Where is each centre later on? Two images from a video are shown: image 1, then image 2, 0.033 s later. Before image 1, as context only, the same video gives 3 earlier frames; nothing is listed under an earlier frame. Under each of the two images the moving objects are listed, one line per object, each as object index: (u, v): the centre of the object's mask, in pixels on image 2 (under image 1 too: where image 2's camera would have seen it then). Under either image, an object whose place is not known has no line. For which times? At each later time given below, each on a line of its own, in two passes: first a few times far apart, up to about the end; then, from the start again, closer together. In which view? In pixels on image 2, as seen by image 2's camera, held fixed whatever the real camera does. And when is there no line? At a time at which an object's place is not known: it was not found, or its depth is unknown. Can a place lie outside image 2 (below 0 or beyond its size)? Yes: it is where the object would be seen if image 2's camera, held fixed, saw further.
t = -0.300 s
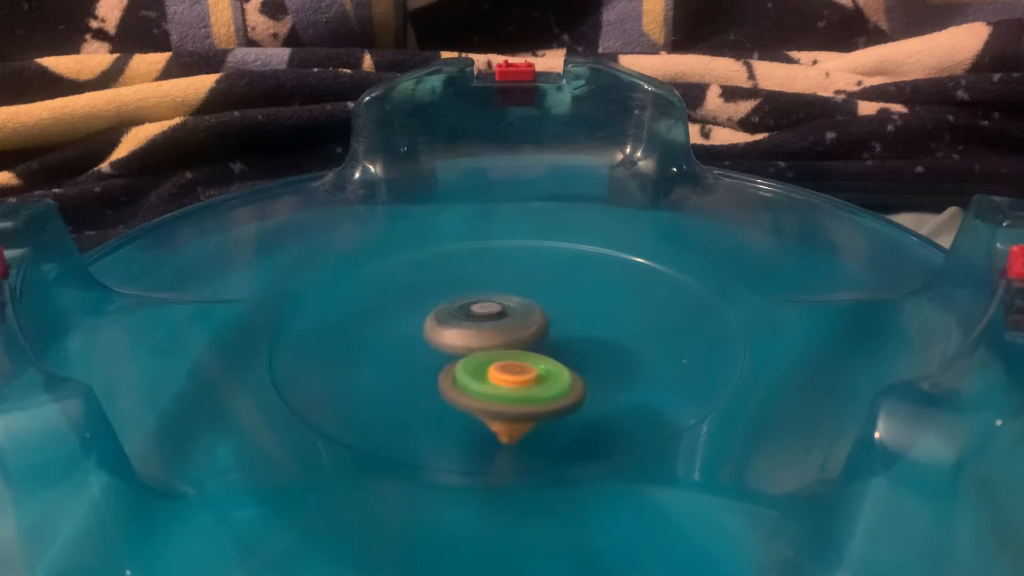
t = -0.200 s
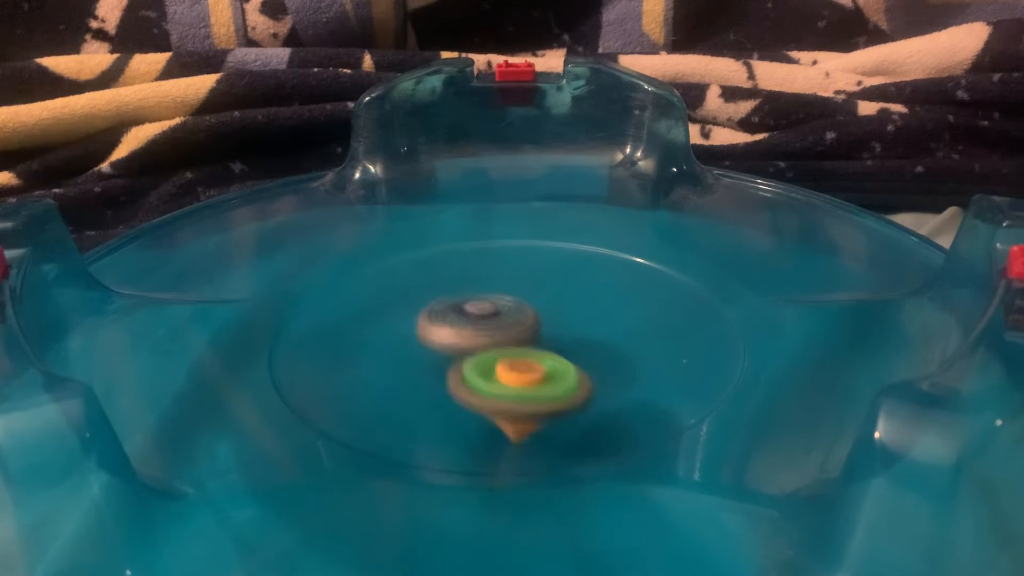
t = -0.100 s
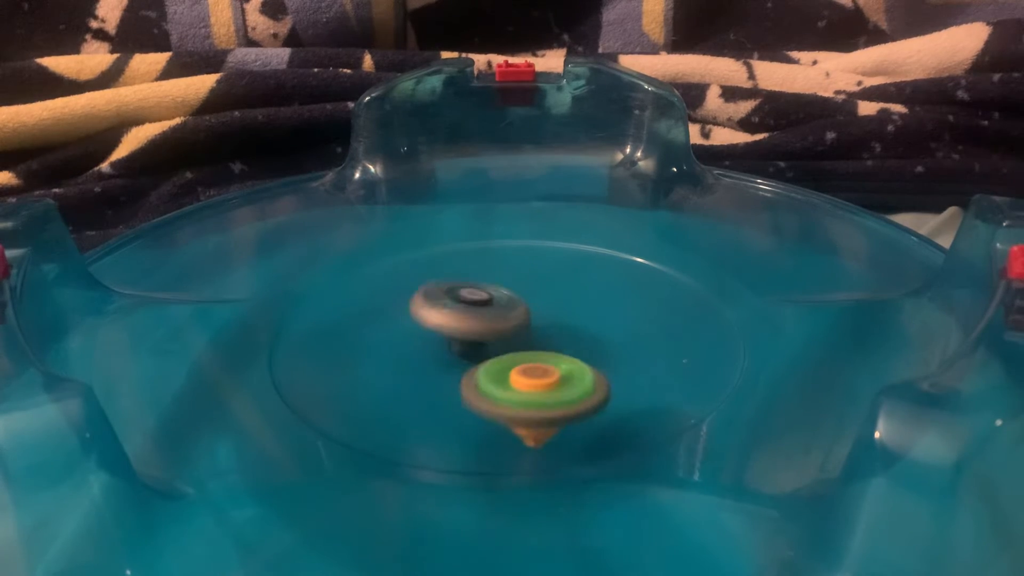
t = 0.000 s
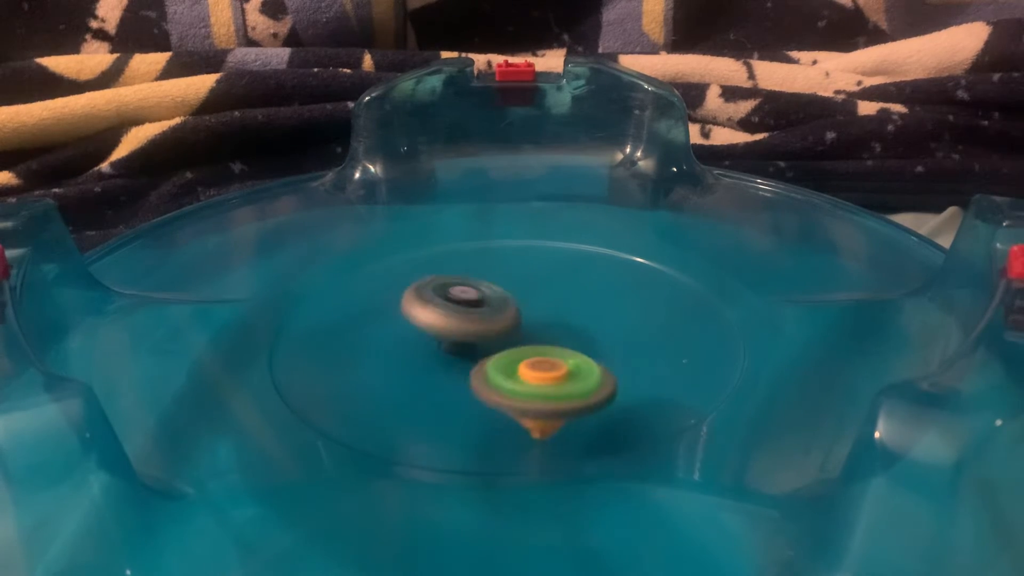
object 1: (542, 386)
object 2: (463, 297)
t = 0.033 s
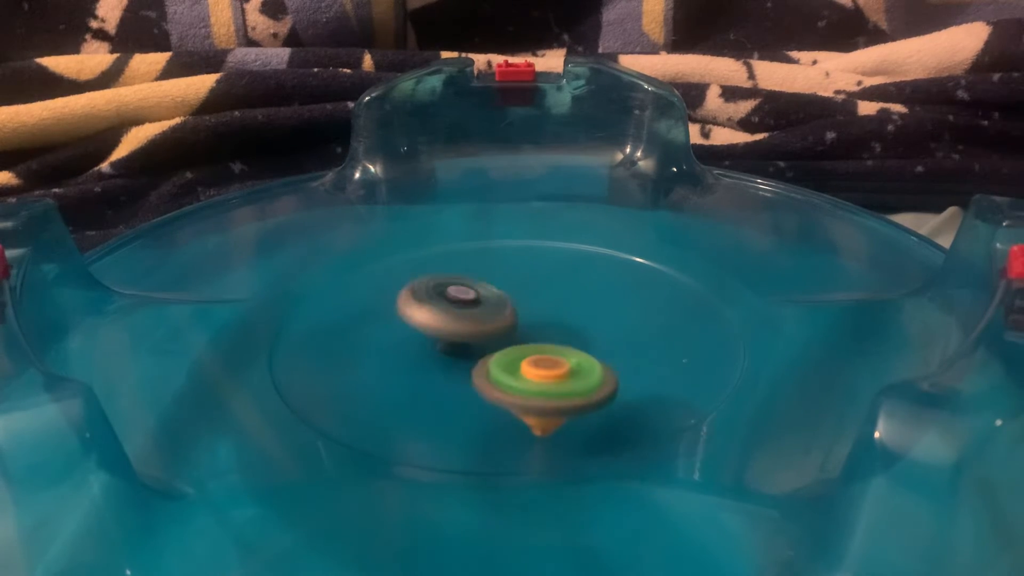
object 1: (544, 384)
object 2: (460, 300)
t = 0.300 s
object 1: (551, 356)
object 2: (439, 297)
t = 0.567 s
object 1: (574, 327)
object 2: (433, 292)
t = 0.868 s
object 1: (584, 301)
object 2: (447, 314)
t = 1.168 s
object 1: (567, 289)
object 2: (462, 326)
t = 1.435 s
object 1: (534, 286)
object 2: (458, 333)
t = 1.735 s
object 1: (535, 253)
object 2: (416, 331)
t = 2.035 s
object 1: (504, 255)
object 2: (430, 325)
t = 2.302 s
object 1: (468, 265)
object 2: (467, 324)
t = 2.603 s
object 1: (417, 288)
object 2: (499, 331)
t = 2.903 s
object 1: (374, 309)
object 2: (493, 331)
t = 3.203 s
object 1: (323, 312)
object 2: (488, 326)
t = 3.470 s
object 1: (324, 315)
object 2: (493, 318)
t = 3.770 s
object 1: (362, 324)
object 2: (504, 311)
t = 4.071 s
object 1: (382, 338)
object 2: (521, 311)
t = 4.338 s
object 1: (402, 352)
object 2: (511, 307)
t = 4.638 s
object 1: (421, 365)
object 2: (497, 307)
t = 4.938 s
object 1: (442, 369)
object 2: (490, 306)
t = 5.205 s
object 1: (460, 366)
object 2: (481, 305)
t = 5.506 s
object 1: (475, 363)
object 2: (478, 301)
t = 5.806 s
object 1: (483, 364)
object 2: (480, 301)
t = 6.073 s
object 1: (485, 363)
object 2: (467, 303)
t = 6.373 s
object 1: (488, 362)
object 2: (464, 299)
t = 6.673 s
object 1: (495, 362)
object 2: (466, 300)
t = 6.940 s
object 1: (505, 356)
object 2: (459, 299)
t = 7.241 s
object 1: (526, 359)
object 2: (466, 299)
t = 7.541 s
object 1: (535, 356)
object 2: (446, 304)
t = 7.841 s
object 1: (529, 348)
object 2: (434, 305)
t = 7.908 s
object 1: (527, 345)
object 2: (435, 306)
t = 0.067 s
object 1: (547, 381)
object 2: (454, 298)
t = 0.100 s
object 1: (548, 378)
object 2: (451, 298)
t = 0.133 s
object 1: (549, 375)
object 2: (449, 298)
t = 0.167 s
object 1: (550, 371)
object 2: (444, 296)
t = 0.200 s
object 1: (551, 368)
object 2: (442, 297)
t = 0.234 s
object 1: (551, 364)
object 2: (442, 297)
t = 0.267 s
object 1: (551, 360)
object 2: (440, 296)
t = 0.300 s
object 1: (551, 356)
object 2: (439, 297)
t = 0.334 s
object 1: (550, 351)
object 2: (439, 297)
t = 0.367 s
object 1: (550, 347)
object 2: (438, 296)
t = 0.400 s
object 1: (548, 342)
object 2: (437, 298)
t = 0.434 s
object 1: (547, 337)
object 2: (437, 299)
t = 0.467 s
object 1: (548, 332)
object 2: (438, 296)
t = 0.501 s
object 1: (561, 330)
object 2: (431, 295)
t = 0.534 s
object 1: (569, 330)
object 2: (432, 293)
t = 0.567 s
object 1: (574, 327)
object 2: (433, 292)
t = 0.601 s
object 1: (577, 324)
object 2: (436, 293)
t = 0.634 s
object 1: (579, 321)
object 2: (437, 292)
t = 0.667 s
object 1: (581, 317)
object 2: (436, 293)
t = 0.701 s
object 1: (583, 314)
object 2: (441, 299)
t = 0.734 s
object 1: (583, 311)
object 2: (440, 308)
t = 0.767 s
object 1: (584, 309)
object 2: (441, 310)
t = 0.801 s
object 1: (584, 305)
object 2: (443, 311)
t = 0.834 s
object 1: (584, 303)
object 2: (445, 312)
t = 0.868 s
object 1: (584, 301)
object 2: (447, 314)
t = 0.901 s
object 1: (584, 299)
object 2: (449, 315)
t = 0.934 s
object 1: (583, 297)
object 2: (450, 316)
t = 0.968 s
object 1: (582, 295)
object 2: (453, 319)
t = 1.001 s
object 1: (580, 294)
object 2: (455, 319)
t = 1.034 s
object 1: (578, 293)
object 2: (456, 321)
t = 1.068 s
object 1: (575, 292)
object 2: (459, 323)
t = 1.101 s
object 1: (573, 291)
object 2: (460, 324)
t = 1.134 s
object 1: (571, 290)
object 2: (461, 325)
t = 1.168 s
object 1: (567, 289)
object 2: (462, 326)
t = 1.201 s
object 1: (564, 289)
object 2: (463, 328)
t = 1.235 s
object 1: (561, 289)
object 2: (468, 321)
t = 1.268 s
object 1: (556, 288)
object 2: (464, 330)
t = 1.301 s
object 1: (552, 288)
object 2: (464, 332)
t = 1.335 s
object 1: (547, 288)
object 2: (465, 332)
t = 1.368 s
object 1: (543, 288)
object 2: (463, 333)
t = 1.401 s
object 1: (539, 286)
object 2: (466, 324)
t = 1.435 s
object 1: (534, 286)
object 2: (458, 333)
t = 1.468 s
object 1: (530, 287)
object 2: (457, 334)
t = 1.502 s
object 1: (525, 286)
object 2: (457, 333)
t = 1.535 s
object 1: (528, 280)
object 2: (452, 326)
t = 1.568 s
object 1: (541, 268)
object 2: (435, 331)
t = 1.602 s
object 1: (546, 260)
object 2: (425, 333)
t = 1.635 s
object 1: (545, 257)
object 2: (416, 330)
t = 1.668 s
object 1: (541, 256)
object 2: (411, 341)
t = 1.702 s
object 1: (538, 255)
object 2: (416, 331)
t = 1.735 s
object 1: (535, 253)
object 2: (416, 331)
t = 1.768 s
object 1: (532, 253)
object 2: (411, 329)
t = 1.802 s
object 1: (529, 252)
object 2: (413, 326)
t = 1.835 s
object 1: (527, 251)
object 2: (413, 326)
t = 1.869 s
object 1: (523, 252)
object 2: (416, 326)
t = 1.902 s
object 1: (520, 251)
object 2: (414, 327)
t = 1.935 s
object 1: (516, 252)
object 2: (419, 325)
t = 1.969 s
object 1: (512, 253)
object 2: (421, 327)
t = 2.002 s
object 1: (508, 254)
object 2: (425, 326)
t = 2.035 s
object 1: (504, 255)
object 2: (430, 325)
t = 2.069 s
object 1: (500, 257)
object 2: (433, 324)
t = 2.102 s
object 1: (496, 258)
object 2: (438, 324)
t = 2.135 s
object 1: (491, 261)
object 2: (440, 322)
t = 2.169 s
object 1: (487, 262)
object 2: (446, 323)
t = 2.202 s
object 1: (483, 262)
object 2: (451, 321)
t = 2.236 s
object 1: (478, 264)
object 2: (457, 322)
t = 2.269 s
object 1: (472, 266)
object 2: (463, 321)
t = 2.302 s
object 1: (468, 265)
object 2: (467, 324)
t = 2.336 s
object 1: (462, 266)
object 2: (471, 325)
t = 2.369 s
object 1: (457, 268)
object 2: (477, 327)
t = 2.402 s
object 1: (451, 272)
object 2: (481, 328)
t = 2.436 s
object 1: (446, 275)
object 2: (485, 331)
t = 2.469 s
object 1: (440, 278)
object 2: (488, 330)
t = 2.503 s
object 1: (434, 281)
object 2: (491, 332)
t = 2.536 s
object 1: (429, 283)
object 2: (496, 330)
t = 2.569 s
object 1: (423, 285)
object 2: (495, 333)
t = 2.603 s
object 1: (417, 288)
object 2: (499, 331)
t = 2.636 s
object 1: (411, 290)
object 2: (498, 332)
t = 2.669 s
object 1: (406, 293)
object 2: (502, 331)
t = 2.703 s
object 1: (400, 296)
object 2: (500, 331)
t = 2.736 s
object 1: (395, 298)
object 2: (502, 330)
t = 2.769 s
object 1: (390, 301)
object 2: (500, 331)
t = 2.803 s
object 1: (386, 303)
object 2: (500, 331)
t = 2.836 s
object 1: (381, 305)
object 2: (498, 332)
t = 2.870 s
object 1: (377, 307)
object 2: (498, 333)
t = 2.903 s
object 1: (374, 309)
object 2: (493, 331)
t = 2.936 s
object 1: (370, 311)
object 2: (491, 331)
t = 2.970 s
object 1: (367, 313)
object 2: (486, 329)
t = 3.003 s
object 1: (352, 310)
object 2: (492, 330)
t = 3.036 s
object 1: (341, 309)
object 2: (492, 330)
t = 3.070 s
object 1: (335, 310)
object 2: (494, 330)
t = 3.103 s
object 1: (331, 310)
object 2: (491, 329)
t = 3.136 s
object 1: (327, 311)
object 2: (489, 328)
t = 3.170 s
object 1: (325, 311)
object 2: (488, 327)
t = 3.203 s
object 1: (323, 312)
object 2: (488, 326)
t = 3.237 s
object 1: (321, 312)
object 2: (488, 325)
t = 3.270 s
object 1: (320, 312)
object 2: (489, 323)
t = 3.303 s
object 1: (320, 313)
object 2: (489, 322)
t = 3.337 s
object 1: (320, 313)
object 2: (489, 320)
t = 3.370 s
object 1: (320, 313)
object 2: (490, 319)
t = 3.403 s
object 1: (320, 314)
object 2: (492, 320)
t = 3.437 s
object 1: (321, 314)
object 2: (492, 318)
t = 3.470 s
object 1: (324, 315)
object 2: (493, 318)
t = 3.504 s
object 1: (326, 316)
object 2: (494, 318)
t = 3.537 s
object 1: (329, 316)
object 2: (495, 317)
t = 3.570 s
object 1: (332, 317)
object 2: (498, 314)
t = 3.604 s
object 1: (336, 318)
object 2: (497, 317)
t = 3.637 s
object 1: (340, 319)
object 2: (499, 313)
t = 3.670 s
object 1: (345, 320)
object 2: (499, 317)
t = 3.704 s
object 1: (350, 321)
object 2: (502, 312)
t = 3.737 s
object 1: (356, 323)
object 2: (500, 313)
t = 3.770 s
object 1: (362, 324)
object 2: (504, 311)
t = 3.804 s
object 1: (369, 326)
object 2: (502, 311)
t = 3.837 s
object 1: (374, 328)
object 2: (504, 310)
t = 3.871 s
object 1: (364, 328)
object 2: (517, 310)
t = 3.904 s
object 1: (362, 329)
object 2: (526, 312)
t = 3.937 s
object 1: (367, 332)
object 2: (524, 314)
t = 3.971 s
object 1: (370, 333)
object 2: (524, 309)
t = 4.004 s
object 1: (375, 335)
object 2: (522, 312)
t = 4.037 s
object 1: (378, 336)
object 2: (520, 309)
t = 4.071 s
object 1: (382, 338)
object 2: (521, 311)
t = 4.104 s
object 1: (386, 339)
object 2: (517, 311)
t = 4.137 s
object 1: (390, 341)
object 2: (520, 310)
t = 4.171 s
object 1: (394, 342)
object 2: (514, 309)
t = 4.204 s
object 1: (394, 345)
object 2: (514, 308)
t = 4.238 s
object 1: (395, 347)
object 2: (513, 308)
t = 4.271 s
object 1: (397, 349)
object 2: (512, 304)
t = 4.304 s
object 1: (399, 350)
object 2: (512, 306)
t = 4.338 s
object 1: (402, 352)
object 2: (511, 307)
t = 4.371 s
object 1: (404, 353)
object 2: (507, 306)
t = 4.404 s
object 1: (407, 355)
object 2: (503, 306)
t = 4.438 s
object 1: (410, 355)
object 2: (500, 304)
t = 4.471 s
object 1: (413, 356)
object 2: (502, 311)
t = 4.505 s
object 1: (417, 358)
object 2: (500, 310)
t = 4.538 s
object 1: (420, 358)
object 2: (500, 310)
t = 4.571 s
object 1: (421, 359)
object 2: (498, 309)
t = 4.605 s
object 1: (419, 363)
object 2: (498, 308)
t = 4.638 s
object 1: (421, 365)
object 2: (497, 307)
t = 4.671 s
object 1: (424, 366)
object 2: (496, 307)
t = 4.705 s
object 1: (426, 367)
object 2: (496, 306)
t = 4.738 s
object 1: (427, 368)
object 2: (494, 306)
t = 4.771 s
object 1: (430, 369)
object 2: (496, 306)
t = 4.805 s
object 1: (432, 369)
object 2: (494, 306)
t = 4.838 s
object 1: (434, 370)
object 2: (494, 306)
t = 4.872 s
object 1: (436, 370)
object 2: (493, 307)
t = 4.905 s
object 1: (439, 370)
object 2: (490, 306)
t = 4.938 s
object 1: (442, 369)
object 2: (490, 306)
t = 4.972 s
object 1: (444, 369)
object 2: (488, 306)
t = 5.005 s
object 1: (447, 368)
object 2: (488, 306)
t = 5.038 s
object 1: (450, 368)
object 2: (487, 306)
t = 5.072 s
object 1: (454, 366)
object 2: (485, 307)
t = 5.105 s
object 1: (456, 366)
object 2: (484, 306)
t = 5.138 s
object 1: (455, 366)
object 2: (482, 306)
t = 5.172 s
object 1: (458, 367)
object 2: (483, 306)
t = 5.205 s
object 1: (460, 366)
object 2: (481, 305)
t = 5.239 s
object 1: (463, 366)
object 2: (479, 305)
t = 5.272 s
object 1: (464, 366)
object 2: (479, 304)
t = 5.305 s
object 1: (465, 366)
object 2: (478, 303)
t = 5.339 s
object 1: (466, 365)
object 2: (481, 303)
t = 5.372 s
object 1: (468, 365)
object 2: (480, 302)
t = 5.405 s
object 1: (468, 365)
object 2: (478, 302)
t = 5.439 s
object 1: (471, 365)
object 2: (478, 302)
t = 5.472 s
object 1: (473, 364)
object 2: (476, 301)
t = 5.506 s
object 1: (475, 363)
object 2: (478, 301)
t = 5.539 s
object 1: (477, 363)
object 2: (478, 300)
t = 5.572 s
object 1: (477, 364)
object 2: (477, 300)
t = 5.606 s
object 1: (479, 364)
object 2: (478, 300)
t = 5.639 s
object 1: (481, 363)
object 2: (477, 300)
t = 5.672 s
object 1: (484, 362)
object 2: (477, 300)
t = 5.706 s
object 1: (483, 362)
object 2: (478, 300)
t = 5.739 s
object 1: (481, 363)
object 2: (478, 301)
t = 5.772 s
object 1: (483, 363)
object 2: (480, 301)
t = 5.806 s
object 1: (483, 364)
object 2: (480, 301)
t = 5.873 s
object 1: (482, 365)
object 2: (477, 302)
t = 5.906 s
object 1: (483, 364)
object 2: (476, 302)
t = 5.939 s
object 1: (484, 365)
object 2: (474, 302)
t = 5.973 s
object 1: (484, 365)
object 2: (472, 303)
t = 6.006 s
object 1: (484, 364)
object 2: (472, 303)
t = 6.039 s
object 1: (485, 364)
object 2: (470, 302)
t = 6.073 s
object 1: (485, 363)
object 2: (467, 303)
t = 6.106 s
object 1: (485, 363)
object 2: (467, 303)
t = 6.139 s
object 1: (485, 363)
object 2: (465, 302)
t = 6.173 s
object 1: (485, 365)
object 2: (465, 301)
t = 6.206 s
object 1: (487, 364)
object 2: (468, 300)
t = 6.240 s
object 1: (488, 364)
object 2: (467, 300)
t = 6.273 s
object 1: (486, 364)
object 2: (466, 300)
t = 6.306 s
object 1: (487, 363)
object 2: (466, 300)
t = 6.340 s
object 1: (488, 363)
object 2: (464, 300)
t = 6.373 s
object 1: (488, 362)
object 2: (464, 299)
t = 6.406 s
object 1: (488, 361)
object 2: (466, 299)
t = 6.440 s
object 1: (488, 360)
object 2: (464, 299)
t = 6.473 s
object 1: (489, 360)
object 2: (464, 299)
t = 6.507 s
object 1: (489, 364)
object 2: (464, 297)
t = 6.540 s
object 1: (490, 365)
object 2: (466, 295)
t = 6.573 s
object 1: (491, 364)
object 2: (470, 295)
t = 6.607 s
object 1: (492, 364)
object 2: (473, 296)
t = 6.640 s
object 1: (494, 363)
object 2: (469, 298)
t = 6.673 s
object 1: (495, 362)
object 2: (466, 300)
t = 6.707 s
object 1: (496, 361)
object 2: (464, 301)
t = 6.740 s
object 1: (497, 360)
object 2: (461, 302)
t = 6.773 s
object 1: (498, 359)
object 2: (459, 303)
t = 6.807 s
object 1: (499, 358)
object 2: (461, 303)
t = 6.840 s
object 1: (500, 357)
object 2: (460, 301)
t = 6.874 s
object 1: (501, 357)
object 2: (459, 302)
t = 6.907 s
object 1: (504, 356)
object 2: (460, 301)
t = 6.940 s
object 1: (505, 356)
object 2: (459, 299)
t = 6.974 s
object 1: (510, 360)
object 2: (458, 298)
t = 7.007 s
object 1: (514, 361)
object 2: (458, 297)
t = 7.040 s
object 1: (516, 361)
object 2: (462, 296)
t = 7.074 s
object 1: (519, 361)
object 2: (465, 295)
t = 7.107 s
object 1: (519, 361)
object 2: (467, 295)
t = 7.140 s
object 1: (521, 360)
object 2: (468, 295)
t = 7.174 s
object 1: (523, 360)
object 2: (468, 296)
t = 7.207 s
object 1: (525, 359)
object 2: (467, 298)
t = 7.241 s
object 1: (526, 359)
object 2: (466, 299)
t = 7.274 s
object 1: (527, 358)
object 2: (467, 301)
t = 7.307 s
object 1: (528, 357)
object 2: (466, 303)
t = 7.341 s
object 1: (528, 357)
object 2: (465, 305)
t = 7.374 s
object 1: (529, 356)
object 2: (465, 306)
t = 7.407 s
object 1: (530, 356)
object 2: (463, 308)
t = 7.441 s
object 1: (530, 356)
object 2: (459, 307)
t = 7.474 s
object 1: (533, 357)
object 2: (456, 305)
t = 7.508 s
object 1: (535, 356)
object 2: (452, 306)
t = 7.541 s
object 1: (535, 356)
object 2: (446, 304)
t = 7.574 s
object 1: (534, 356)
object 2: (442, 304)
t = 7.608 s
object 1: (534, 355)
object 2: (439, 301)
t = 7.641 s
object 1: (534, 354)
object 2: (443, 303)
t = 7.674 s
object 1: (533, 354)
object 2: (442, 299)
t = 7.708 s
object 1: (532, 353)
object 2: (441, 301)
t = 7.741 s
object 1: (532, 352)
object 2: (442, 293)
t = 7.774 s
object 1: (531, 350)
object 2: (443, 294)
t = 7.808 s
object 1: (530, 350)
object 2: (437, 302)
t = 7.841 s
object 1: (529, 348)
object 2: (434, 305)
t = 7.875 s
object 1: (527, 346)
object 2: (433, 306)
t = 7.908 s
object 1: (527, 345)
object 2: (435, 306)
